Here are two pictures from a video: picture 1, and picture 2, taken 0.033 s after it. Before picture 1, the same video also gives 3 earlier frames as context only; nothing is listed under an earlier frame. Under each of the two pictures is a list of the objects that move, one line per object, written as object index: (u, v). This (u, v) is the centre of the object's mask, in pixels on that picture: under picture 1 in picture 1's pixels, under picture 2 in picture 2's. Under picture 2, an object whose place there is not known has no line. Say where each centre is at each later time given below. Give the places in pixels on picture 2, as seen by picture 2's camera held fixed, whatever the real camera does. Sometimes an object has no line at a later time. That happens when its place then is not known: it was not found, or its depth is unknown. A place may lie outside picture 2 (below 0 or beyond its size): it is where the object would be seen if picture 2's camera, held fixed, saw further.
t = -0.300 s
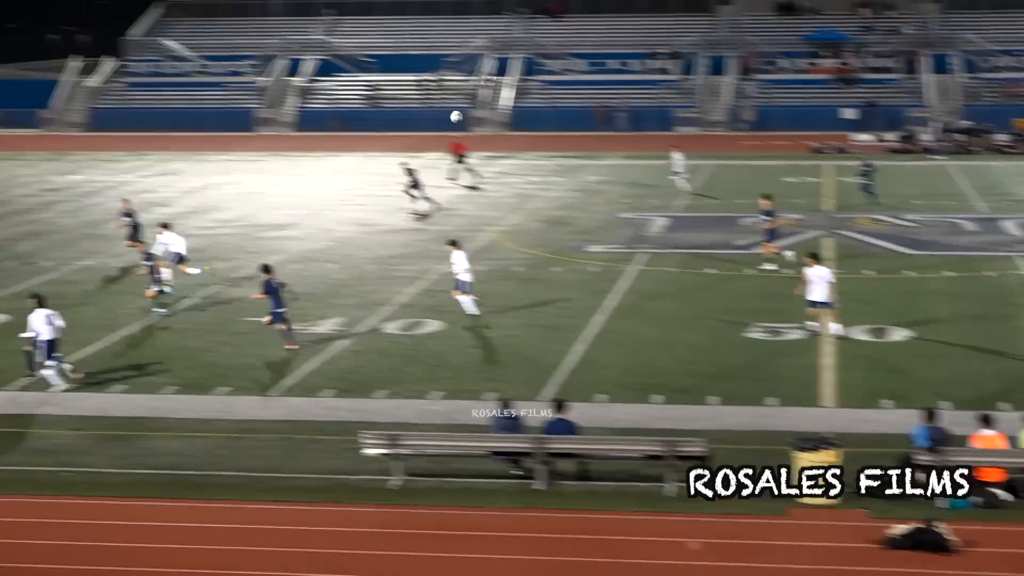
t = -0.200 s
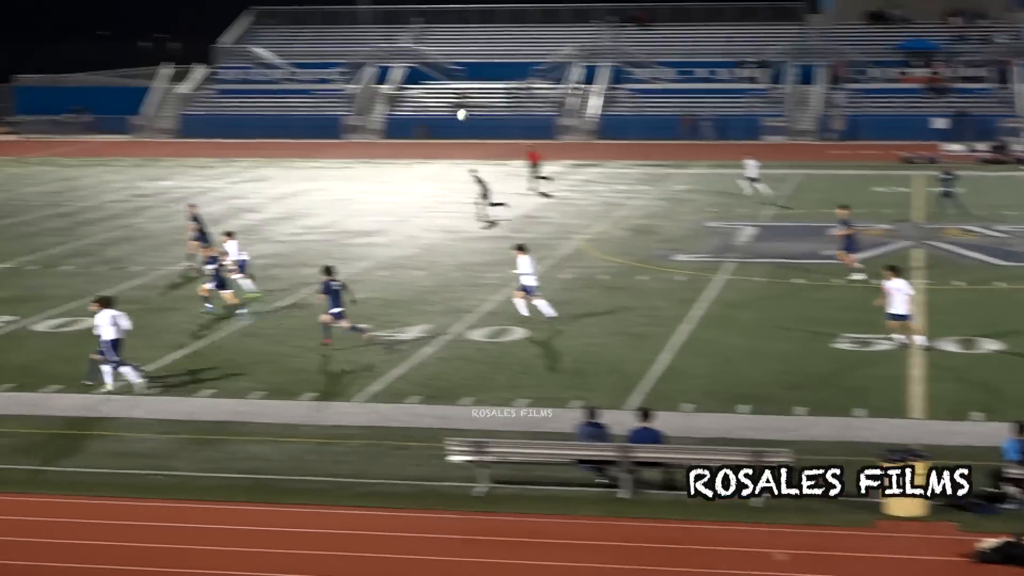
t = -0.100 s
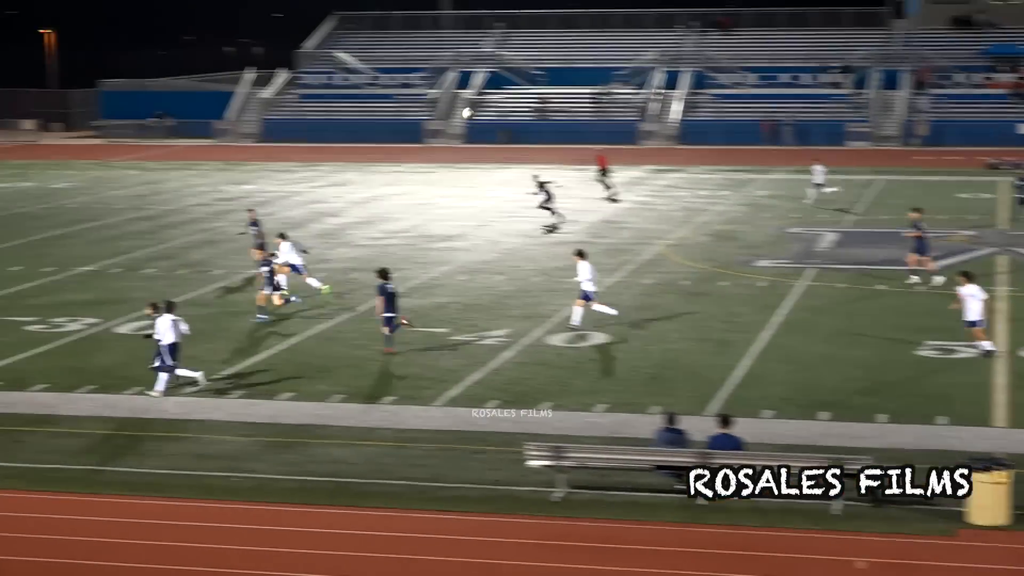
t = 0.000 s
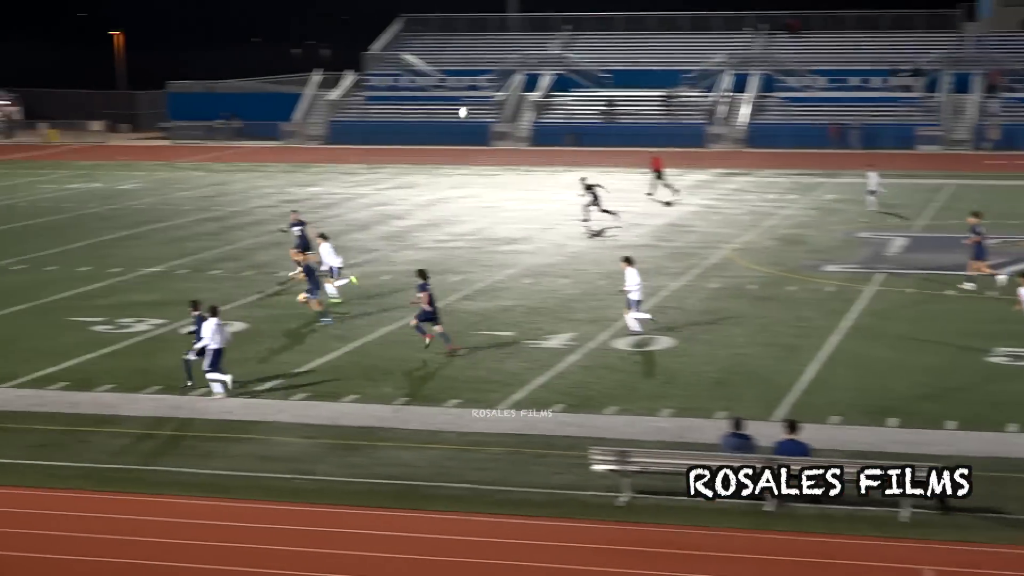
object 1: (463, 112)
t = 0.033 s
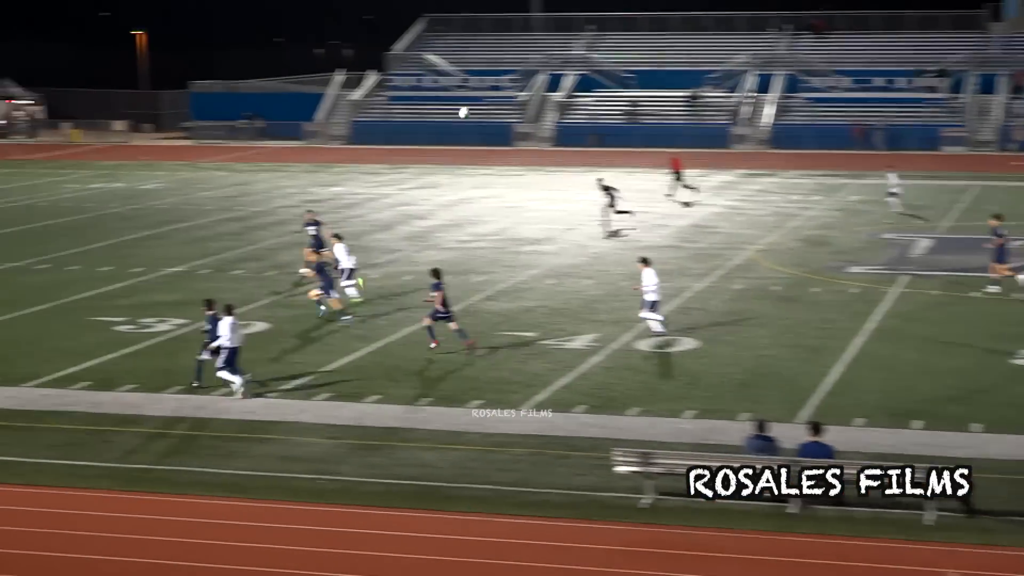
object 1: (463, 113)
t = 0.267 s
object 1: (316, 115)
